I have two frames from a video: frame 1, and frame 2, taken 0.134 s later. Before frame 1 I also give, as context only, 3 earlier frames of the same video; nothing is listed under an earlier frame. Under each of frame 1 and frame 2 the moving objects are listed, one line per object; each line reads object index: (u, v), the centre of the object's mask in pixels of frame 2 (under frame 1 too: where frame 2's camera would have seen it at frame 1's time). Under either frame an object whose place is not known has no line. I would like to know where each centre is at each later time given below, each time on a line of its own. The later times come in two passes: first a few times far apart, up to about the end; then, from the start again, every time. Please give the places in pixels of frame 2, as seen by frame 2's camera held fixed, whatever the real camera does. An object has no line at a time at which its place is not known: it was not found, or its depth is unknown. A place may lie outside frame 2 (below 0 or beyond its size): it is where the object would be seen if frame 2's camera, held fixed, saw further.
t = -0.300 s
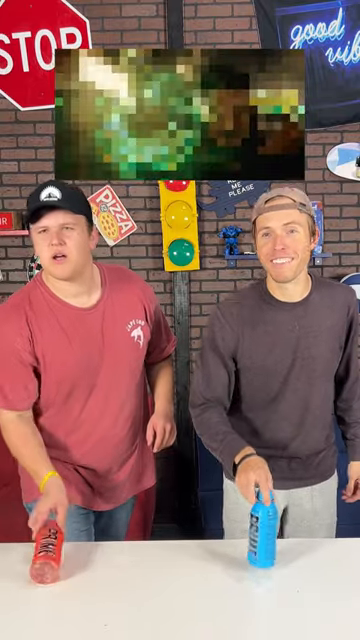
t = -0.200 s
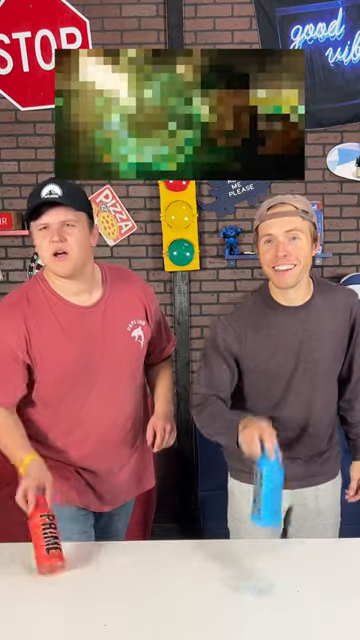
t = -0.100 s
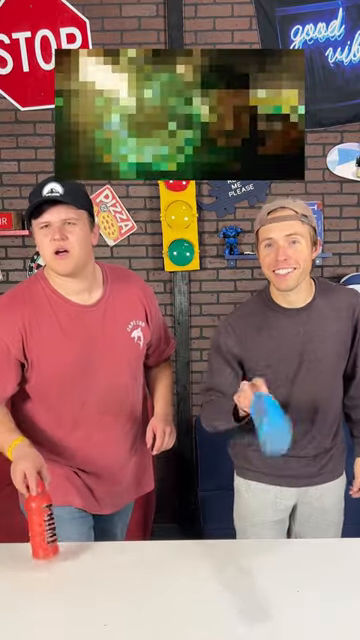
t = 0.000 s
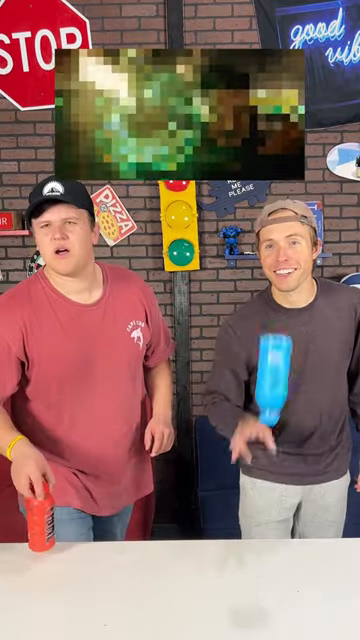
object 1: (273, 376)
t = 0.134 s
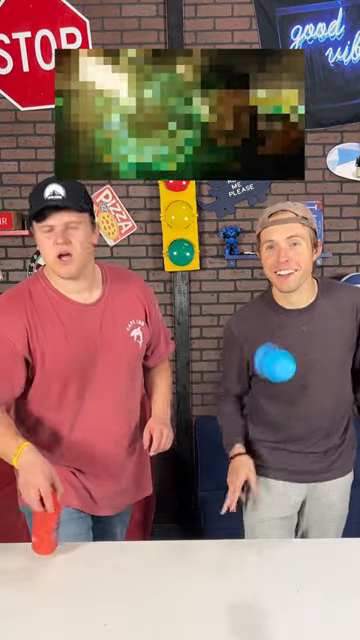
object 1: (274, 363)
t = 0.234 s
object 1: (276, 413)
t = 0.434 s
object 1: (278, 591)
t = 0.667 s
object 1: (276, 589)
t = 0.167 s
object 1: (275, 376)
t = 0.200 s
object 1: (276, 393)
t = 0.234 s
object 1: (276, 413)
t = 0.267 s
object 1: (277, 436)
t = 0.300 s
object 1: (277, 466)
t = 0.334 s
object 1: (277, 499)
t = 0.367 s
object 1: (277, 540)
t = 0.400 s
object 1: (277, 574)
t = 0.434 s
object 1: (278, 591)
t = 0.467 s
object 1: (275, 590)
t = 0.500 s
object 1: (275, 589)
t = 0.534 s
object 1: (275, 589)
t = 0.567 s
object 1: (275, 589)
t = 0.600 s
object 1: (275, 589)
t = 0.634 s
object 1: (276, 589)
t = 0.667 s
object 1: (276, 589)
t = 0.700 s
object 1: (276, 589)
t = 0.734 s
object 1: (276, 589)
